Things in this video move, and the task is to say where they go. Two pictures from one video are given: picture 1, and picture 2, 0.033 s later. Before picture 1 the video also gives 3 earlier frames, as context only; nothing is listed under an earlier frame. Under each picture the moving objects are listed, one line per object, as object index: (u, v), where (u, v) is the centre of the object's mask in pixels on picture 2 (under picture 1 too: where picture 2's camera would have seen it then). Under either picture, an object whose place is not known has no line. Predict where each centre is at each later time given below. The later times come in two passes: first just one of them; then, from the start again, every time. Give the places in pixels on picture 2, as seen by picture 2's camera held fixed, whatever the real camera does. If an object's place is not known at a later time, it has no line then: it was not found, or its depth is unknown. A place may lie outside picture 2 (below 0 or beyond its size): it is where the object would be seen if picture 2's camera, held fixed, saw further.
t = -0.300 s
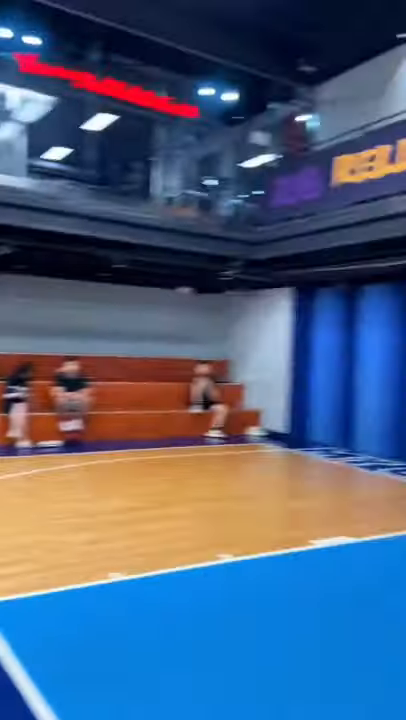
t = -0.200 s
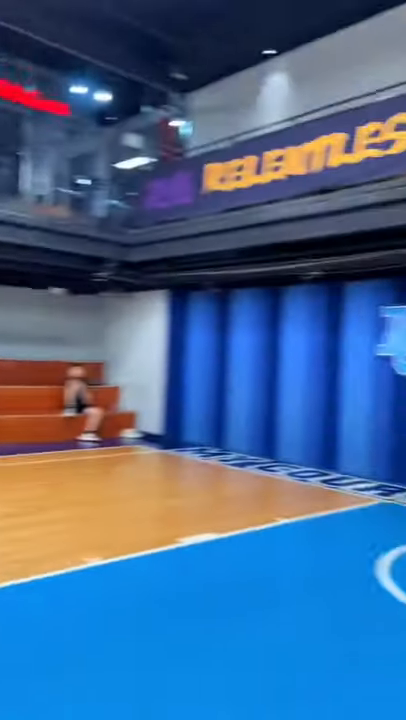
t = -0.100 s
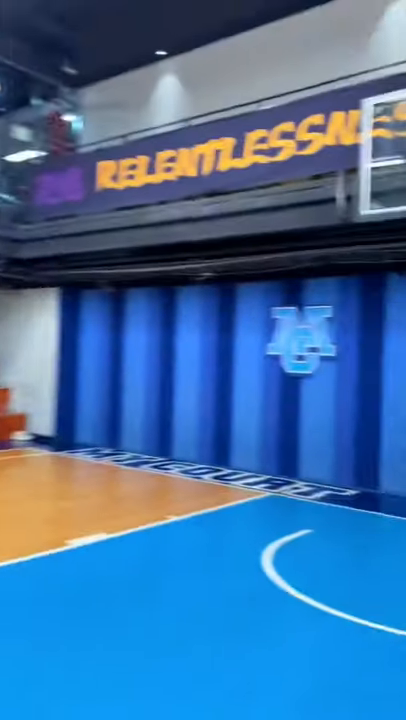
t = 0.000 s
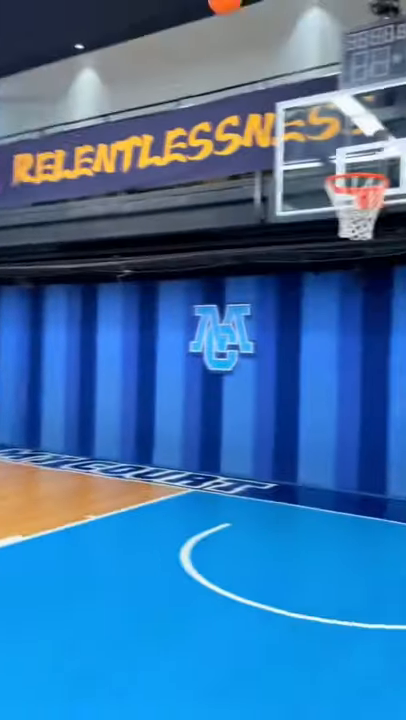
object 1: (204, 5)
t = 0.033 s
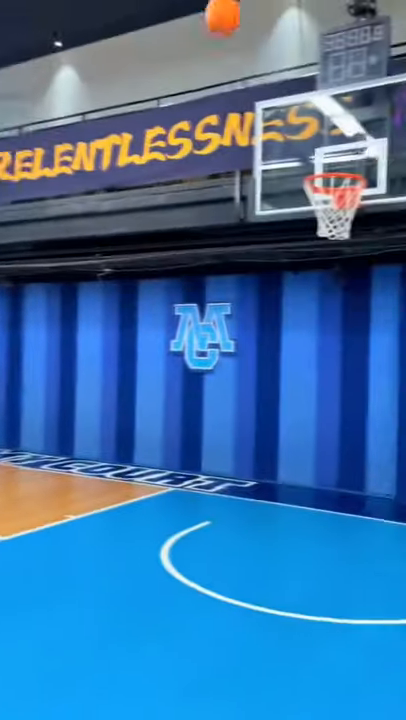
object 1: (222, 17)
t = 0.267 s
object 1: (334, 179)
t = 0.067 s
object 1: (241, 38)
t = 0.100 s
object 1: (258, 62)
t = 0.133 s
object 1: (274, 85)
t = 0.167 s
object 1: (290, 110)
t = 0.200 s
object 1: (305, 134)
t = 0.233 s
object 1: (319, 157)
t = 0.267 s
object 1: (334, 179)
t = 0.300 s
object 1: (343, 202)
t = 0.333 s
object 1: (341, 210)
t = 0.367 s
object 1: (330, 224)
